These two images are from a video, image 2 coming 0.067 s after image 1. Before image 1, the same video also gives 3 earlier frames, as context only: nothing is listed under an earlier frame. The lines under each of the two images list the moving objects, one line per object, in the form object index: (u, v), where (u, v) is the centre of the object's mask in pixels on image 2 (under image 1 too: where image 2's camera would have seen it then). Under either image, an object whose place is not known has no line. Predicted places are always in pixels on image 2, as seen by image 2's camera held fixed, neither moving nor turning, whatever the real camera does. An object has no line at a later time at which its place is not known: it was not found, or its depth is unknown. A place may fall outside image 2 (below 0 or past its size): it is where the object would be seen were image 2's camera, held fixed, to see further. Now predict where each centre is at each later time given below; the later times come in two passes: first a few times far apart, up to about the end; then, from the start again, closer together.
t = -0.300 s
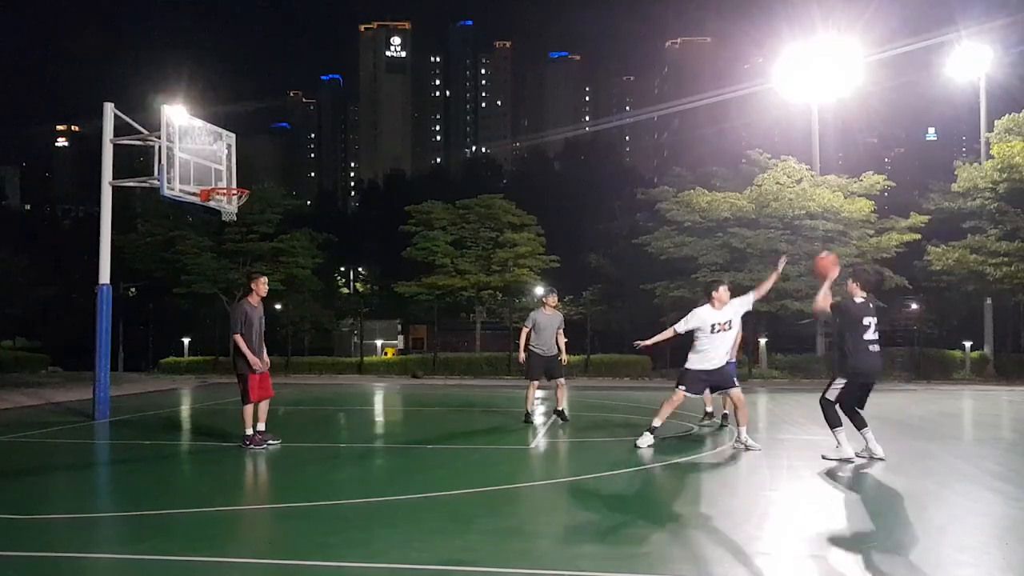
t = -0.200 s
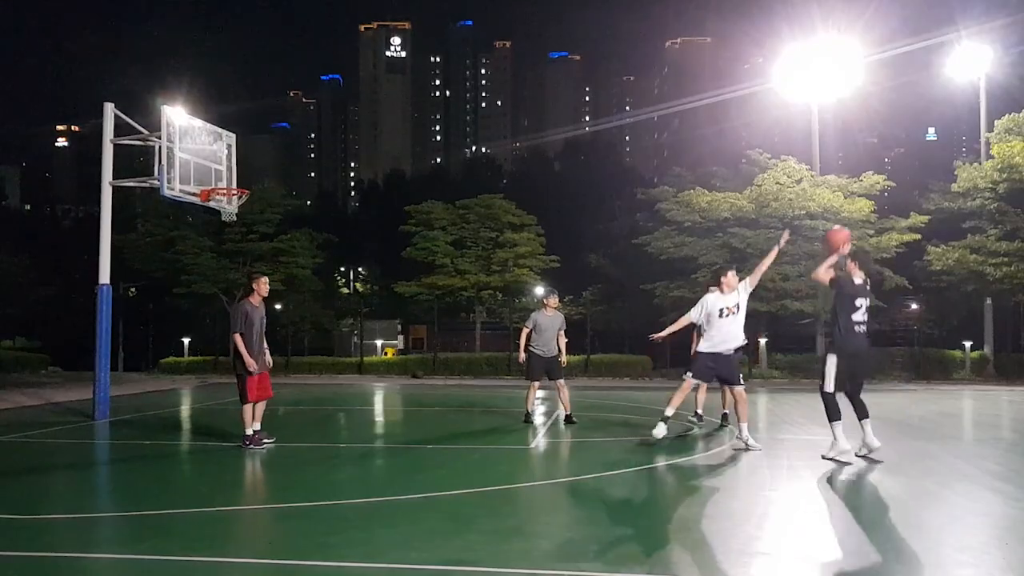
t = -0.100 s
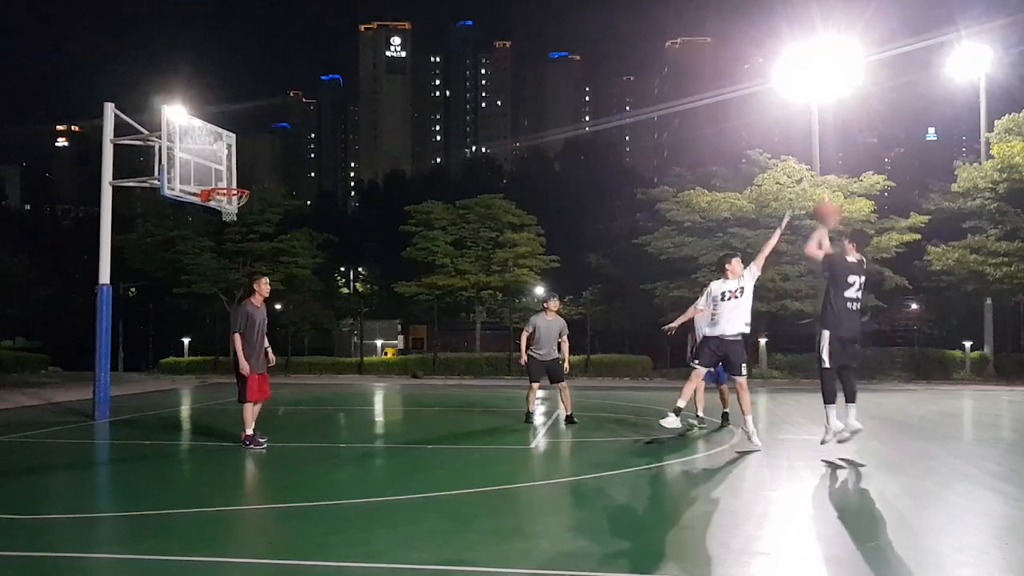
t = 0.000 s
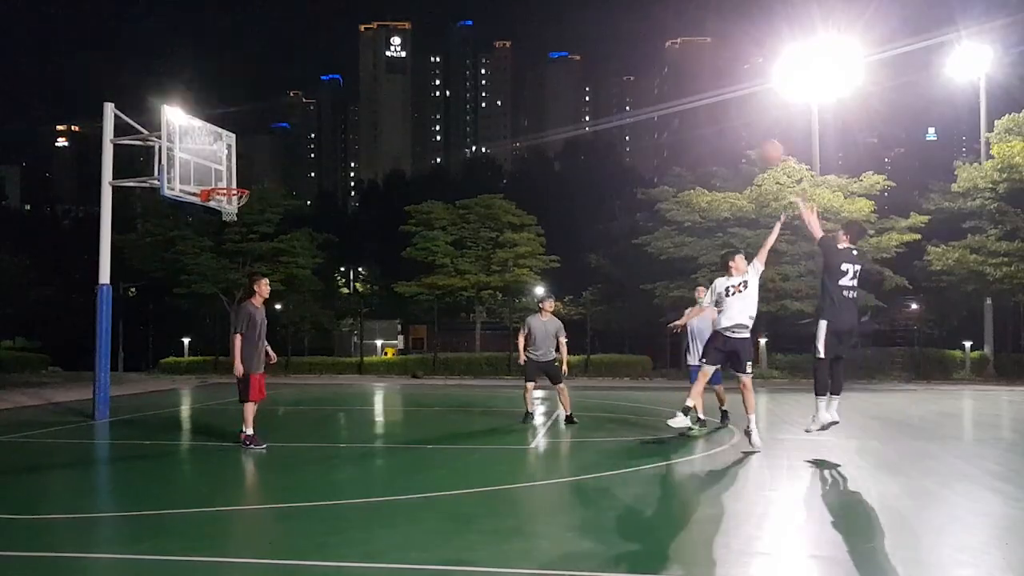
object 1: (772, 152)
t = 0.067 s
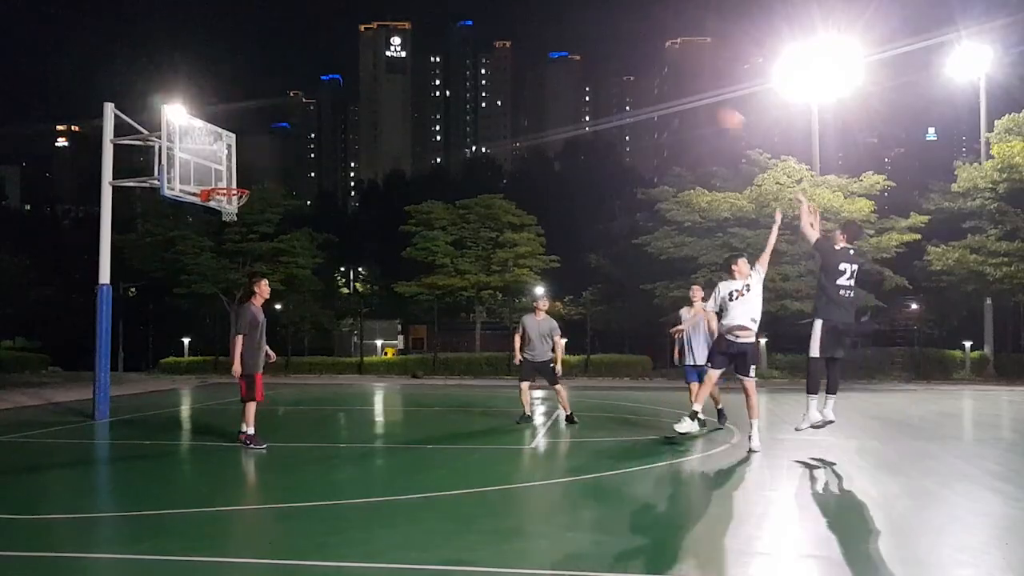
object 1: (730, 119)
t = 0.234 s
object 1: (632, 62)
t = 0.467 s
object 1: (513, 28)
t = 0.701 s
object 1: (409, 42)
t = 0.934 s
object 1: (315, 97)
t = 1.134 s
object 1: (244, 171)
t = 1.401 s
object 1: (232, 283)
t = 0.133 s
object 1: (690, 91)
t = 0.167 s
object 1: (670, 81)
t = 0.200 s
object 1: (651, 71)
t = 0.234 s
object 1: (632, 62)
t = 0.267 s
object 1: (615, 54)
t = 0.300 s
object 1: (597, 47)
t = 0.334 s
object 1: (579, 41)
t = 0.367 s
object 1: (562, 37)
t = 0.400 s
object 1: (545, 32)
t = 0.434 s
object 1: (529, 30)
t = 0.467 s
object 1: (513, 28)
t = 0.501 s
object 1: (497, 27)
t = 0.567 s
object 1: (466, 29)
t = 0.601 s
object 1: (451, 31)
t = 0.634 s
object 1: (436, 34)
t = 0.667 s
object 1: (422, 38)
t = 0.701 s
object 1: (409, 42)
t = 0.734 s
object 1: (394, 49)
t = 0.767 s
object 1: (379, 55)
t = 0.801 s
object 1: (366, 61)
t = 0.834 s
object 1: (353, 69)
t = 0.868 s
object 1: (340, 78)
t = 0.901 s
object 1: (327, 87)
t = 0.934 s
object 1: (315, 97)
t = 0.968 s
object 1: (302, 108)
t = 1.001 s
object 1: (290, 119)
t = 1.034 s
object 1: (278, 131)
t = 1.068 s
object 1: (266, 144)
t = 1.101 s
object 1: (254, 157)
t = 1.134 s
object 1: (244, 171)
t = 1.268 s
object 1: (226, 226)
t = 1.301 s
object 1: (227, 239)
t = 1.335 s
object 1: (229, 253)
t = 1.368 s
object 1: (230, 267)
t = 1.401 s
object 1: (232, 283)
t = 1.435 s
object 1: (233, 299)
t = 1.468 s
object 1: (235, 315)
